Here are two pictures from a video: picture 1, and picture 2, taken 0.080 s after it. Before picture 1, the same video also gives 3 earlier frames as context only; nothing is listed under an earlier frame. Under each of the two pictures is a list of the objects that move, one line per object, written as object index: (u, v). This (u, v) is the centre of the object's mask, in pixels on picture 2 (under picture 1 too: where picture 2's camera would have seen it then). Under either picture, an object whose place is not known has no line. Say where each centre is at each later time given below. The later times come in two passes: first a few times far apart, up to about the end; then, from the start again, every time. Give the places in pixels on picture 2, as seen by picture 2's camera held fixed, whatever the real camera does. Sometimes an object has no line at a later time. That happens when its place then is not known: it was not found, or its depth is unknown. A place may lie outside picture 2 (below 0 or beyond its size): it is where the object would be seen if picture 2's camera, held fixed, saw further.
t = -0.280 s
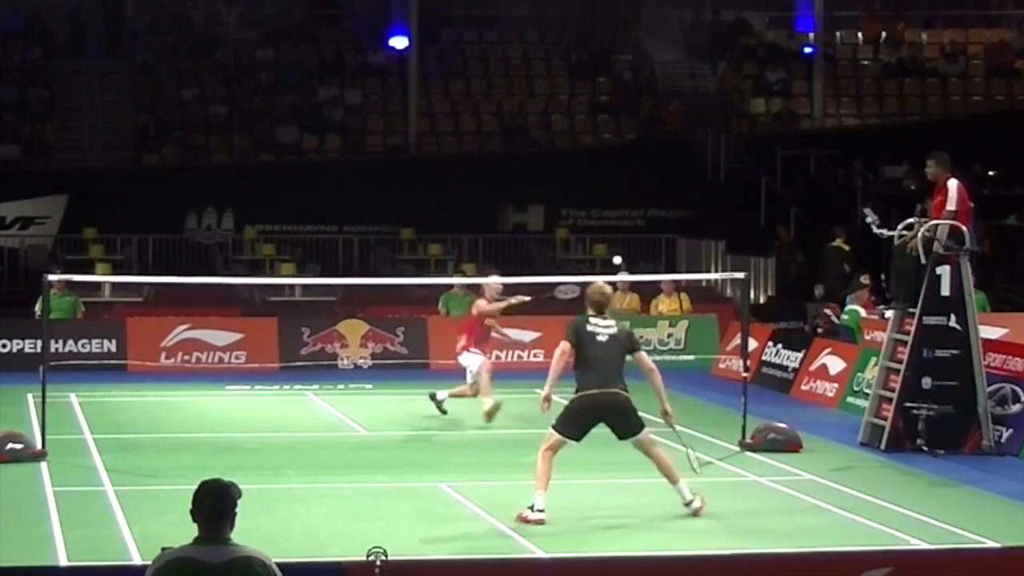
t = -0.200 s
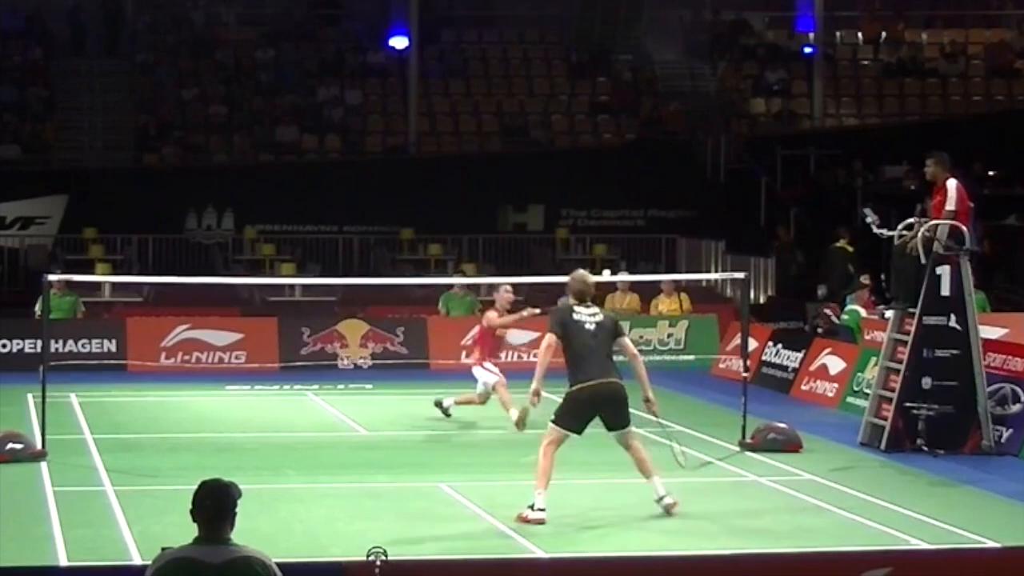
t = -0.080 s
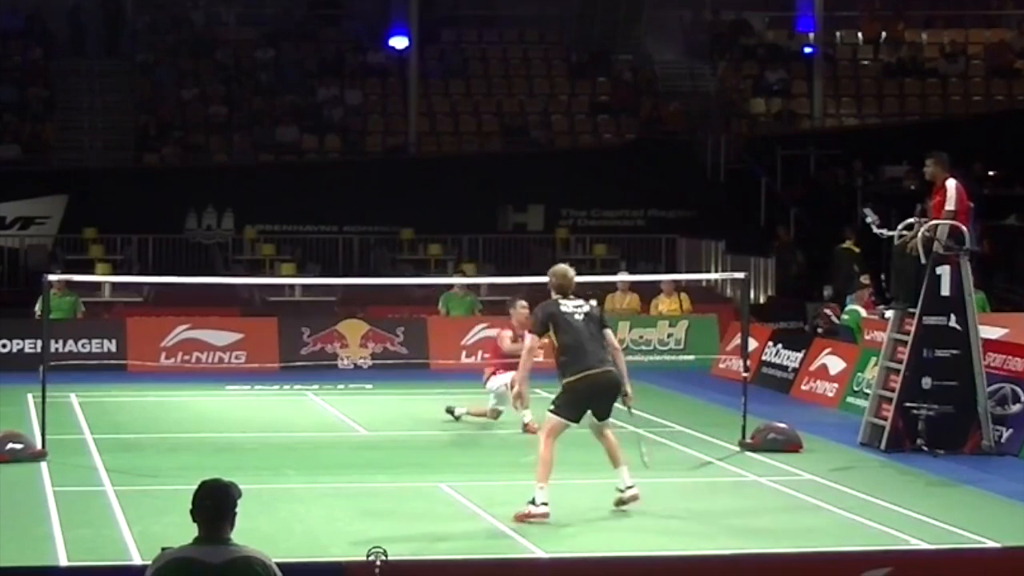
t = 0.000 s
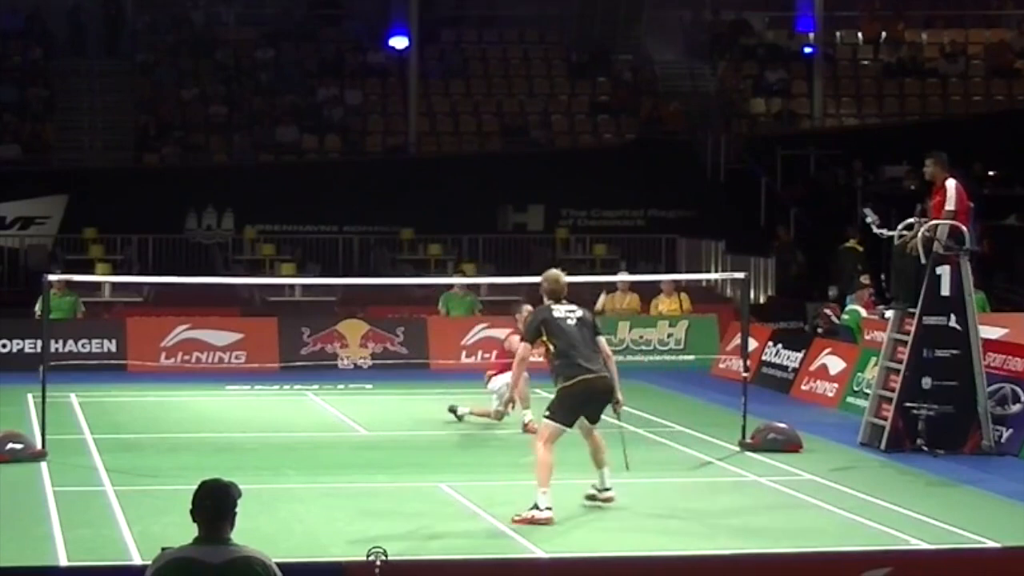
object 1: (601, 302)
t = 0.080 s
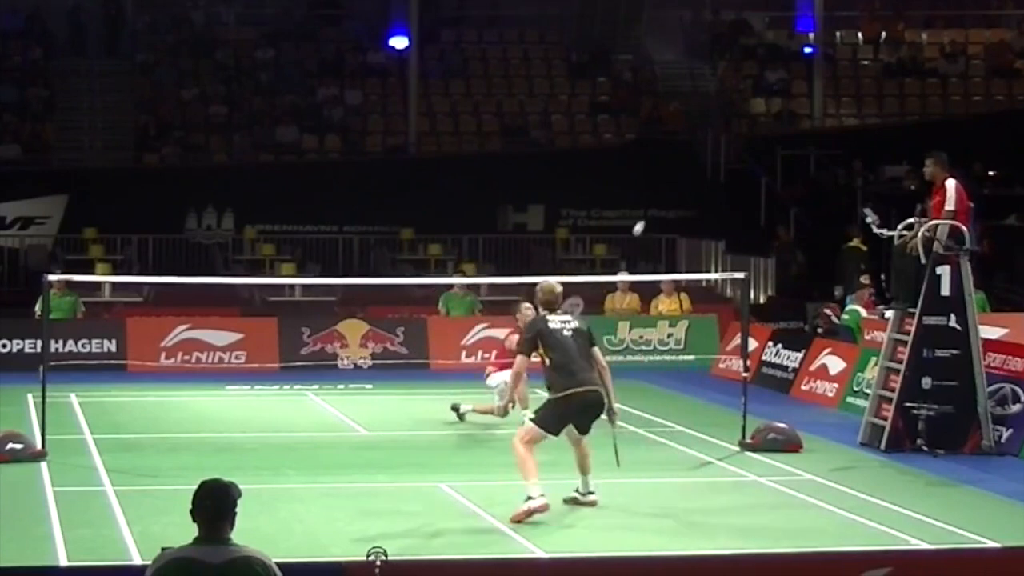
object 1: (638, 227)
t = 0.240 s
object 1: (699, 137)
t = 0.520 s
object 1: (777, 81)
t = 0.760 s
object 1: (830, 113)
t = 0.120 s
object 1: (655, 201)
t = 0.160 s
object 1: (671, 177)
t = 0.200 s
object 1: (686, 156)
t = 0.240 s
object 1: (699, 137)
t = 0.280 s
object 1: (712, 123)
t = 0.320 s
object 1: (723, 110)
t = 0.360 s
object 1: (735, 100)
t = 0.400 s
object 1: (746, 92)
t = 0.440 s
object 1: (757, 86)
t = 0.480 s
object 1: (767, 83)
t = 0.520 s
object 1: (777, 81)
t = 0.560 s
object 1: (786, 81)
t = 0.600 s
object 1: (796, 83)
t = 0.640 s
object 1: (805, 88)
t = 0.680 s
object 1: (813, 94)
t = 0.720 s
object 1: (822, 103)
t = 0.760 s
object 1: (830, 113)
